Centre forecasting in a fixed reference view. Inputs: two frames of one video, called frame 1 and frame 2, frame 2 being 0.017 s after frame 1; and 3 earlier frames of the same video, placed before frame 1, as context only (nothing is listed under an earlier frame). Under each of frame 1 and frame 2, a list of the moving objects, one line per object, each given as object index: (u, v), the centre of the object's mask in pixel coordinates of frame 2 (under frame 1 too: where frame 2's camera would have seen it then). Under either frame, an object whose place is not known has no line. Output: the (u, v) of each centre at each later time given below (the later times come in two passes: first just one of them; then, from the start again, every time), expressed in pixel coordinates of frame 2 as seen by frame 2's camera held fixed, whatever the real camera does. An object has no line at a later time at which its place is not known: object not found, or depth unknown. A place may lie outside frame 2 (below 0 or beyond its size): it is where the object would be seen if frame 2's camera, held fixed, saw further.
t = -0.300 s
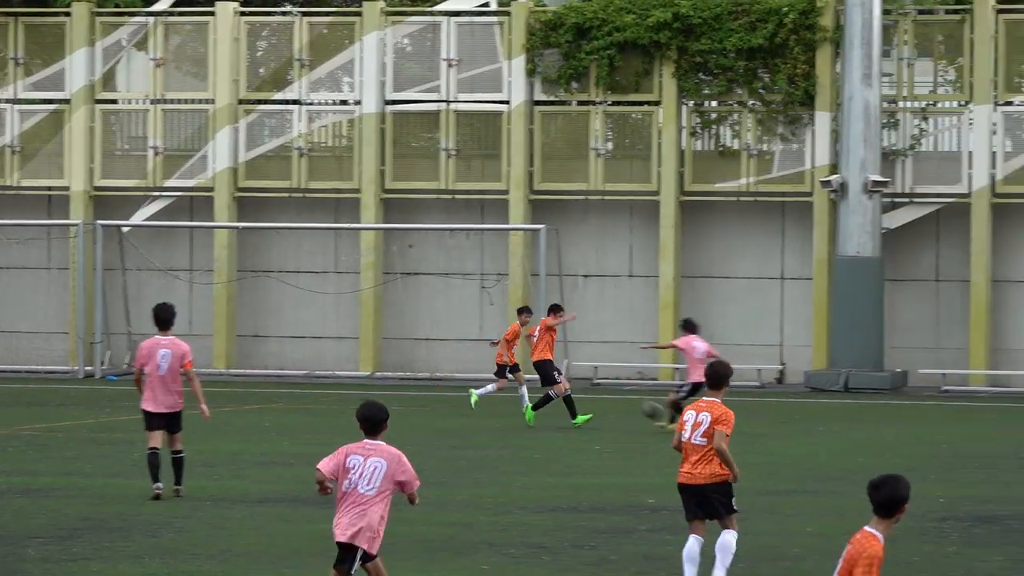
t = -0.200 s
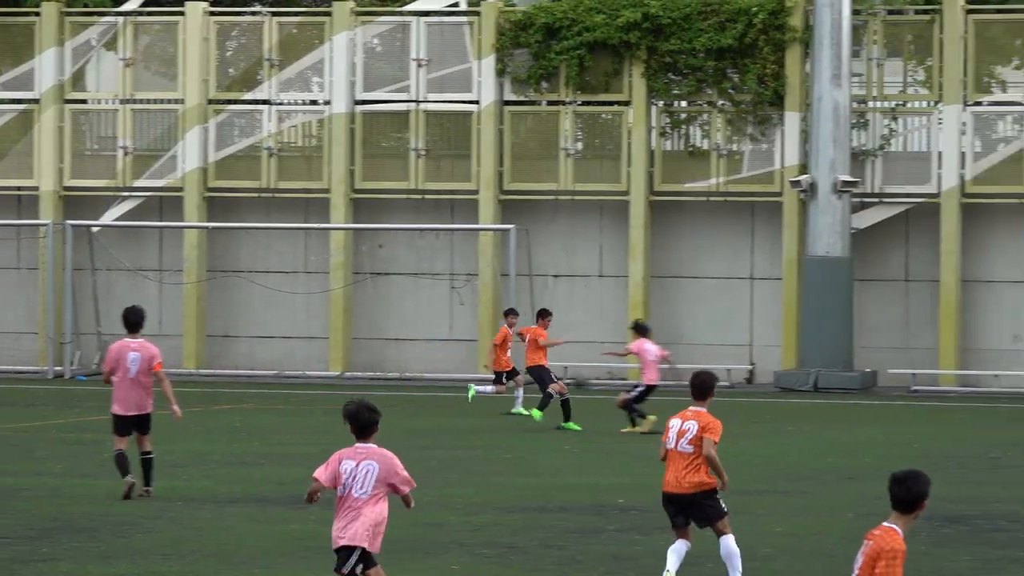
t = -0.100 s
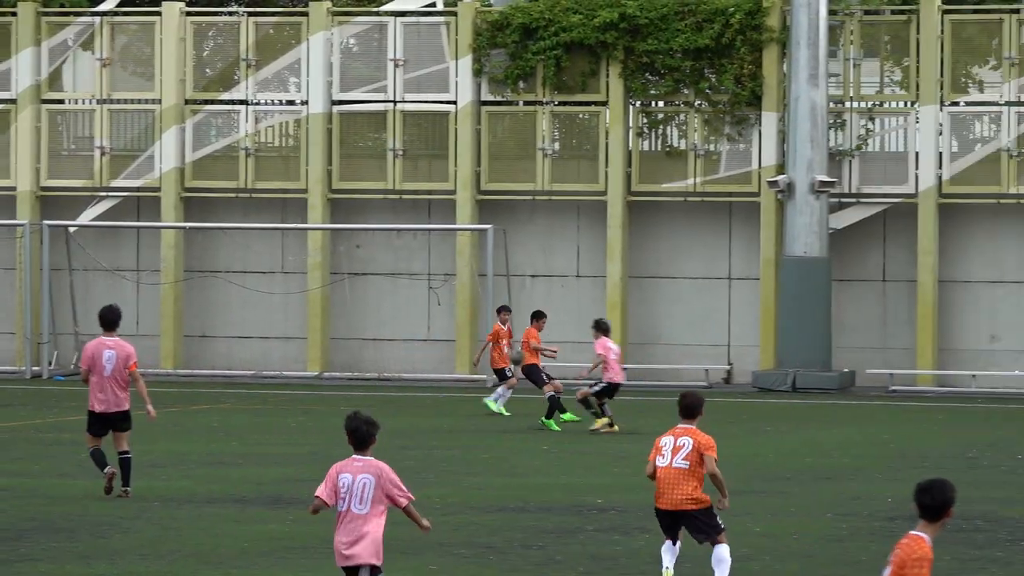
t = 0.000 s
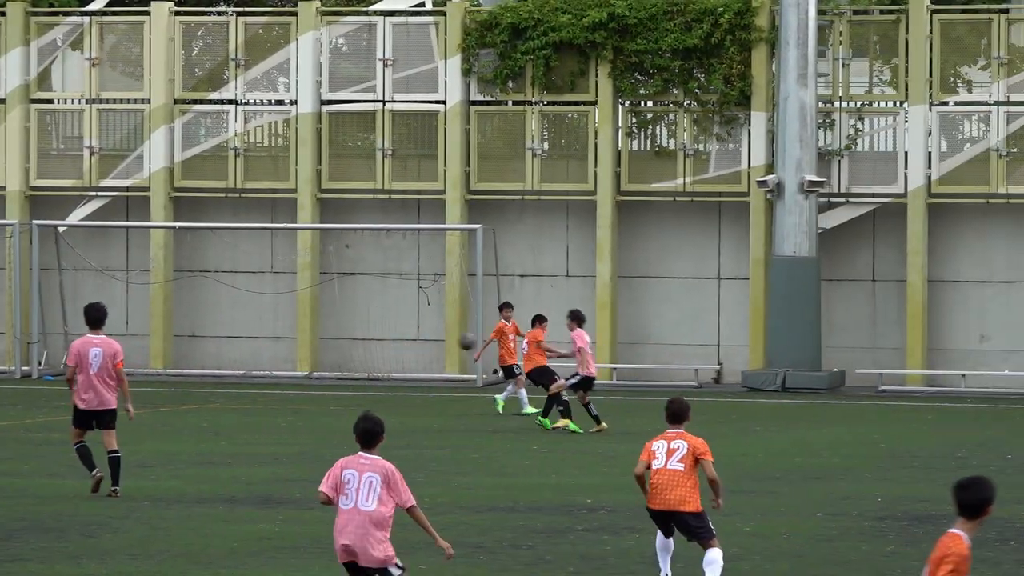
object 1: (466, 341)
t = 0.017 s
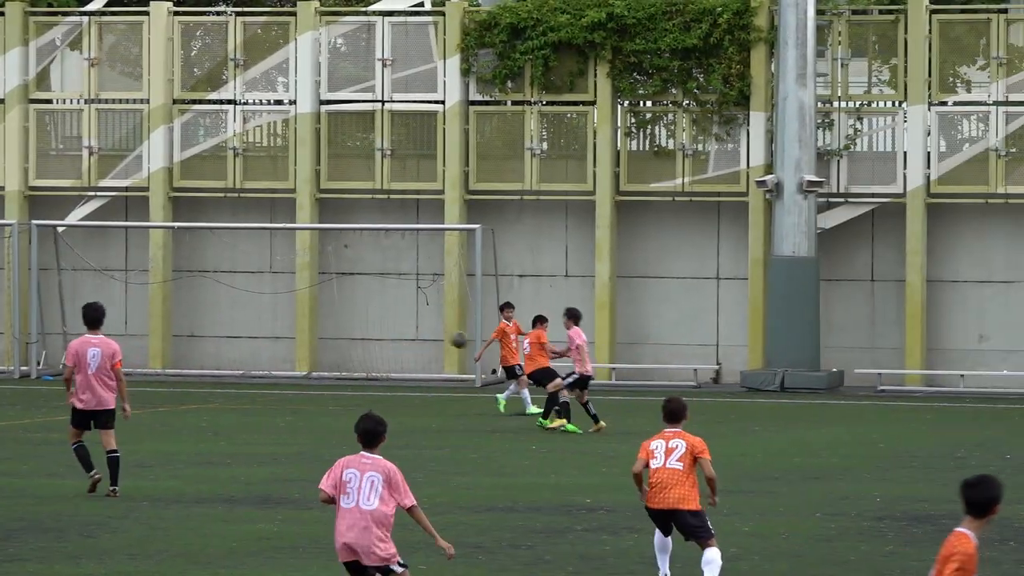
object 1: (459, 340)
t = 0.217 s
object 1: (382, 332)
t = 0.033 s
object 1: (453, 338)
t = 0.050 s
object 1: (446, 336)
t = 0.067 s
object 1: (439, 336)
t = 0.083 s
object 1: (434, 334)
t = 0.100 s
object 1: (426, 333)
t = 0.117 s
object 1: (420, 333)
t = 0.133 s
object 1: (414, 332)
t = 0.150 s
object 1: (407, 332)
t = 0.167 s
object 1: (401, 332)
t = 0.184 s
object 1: (395, 332)
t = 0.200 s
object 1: (388, 332)
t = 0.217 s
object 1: (382, 332)
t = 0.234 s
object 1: (376, 333)
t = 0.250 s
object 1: (370, 334)
